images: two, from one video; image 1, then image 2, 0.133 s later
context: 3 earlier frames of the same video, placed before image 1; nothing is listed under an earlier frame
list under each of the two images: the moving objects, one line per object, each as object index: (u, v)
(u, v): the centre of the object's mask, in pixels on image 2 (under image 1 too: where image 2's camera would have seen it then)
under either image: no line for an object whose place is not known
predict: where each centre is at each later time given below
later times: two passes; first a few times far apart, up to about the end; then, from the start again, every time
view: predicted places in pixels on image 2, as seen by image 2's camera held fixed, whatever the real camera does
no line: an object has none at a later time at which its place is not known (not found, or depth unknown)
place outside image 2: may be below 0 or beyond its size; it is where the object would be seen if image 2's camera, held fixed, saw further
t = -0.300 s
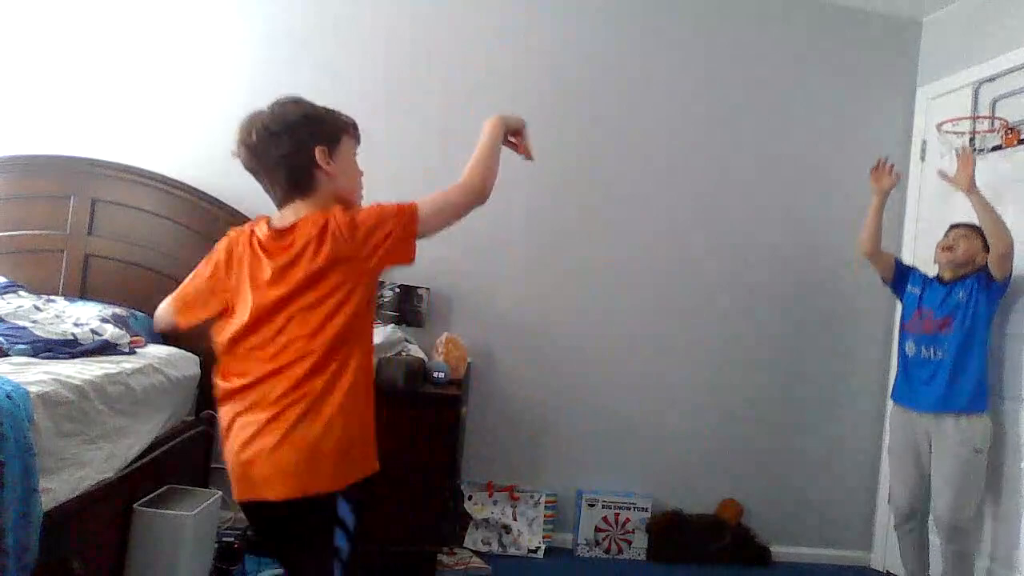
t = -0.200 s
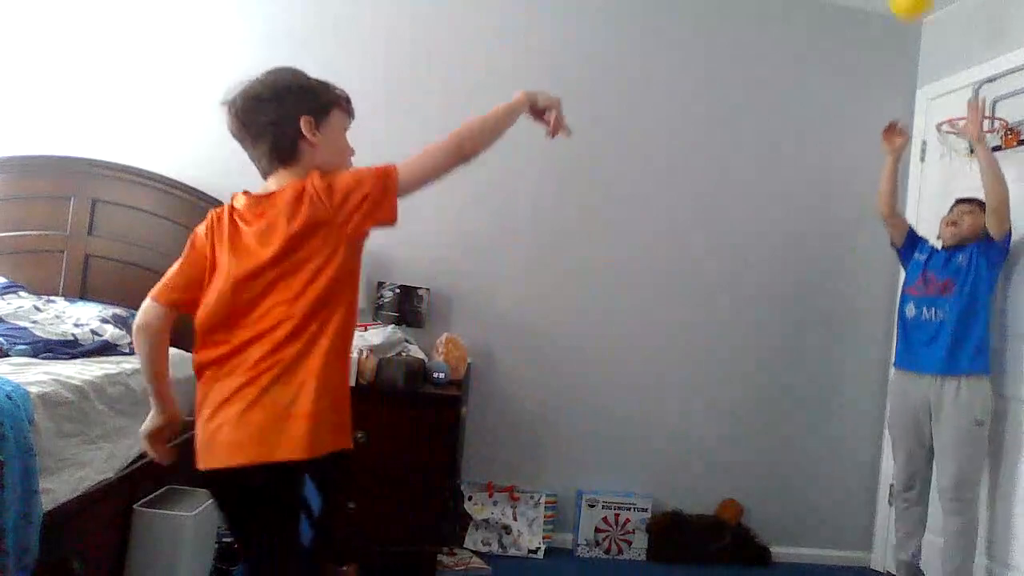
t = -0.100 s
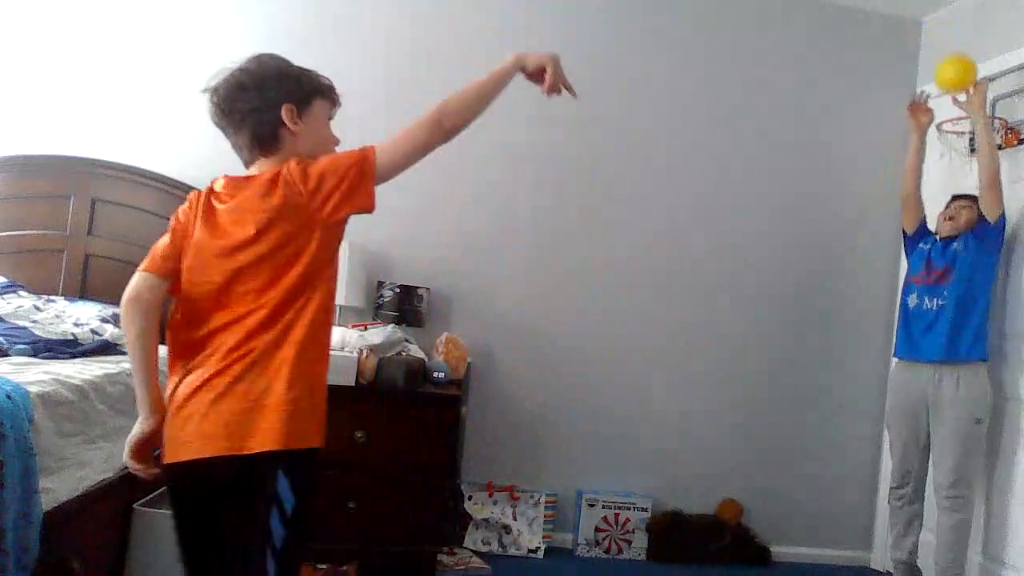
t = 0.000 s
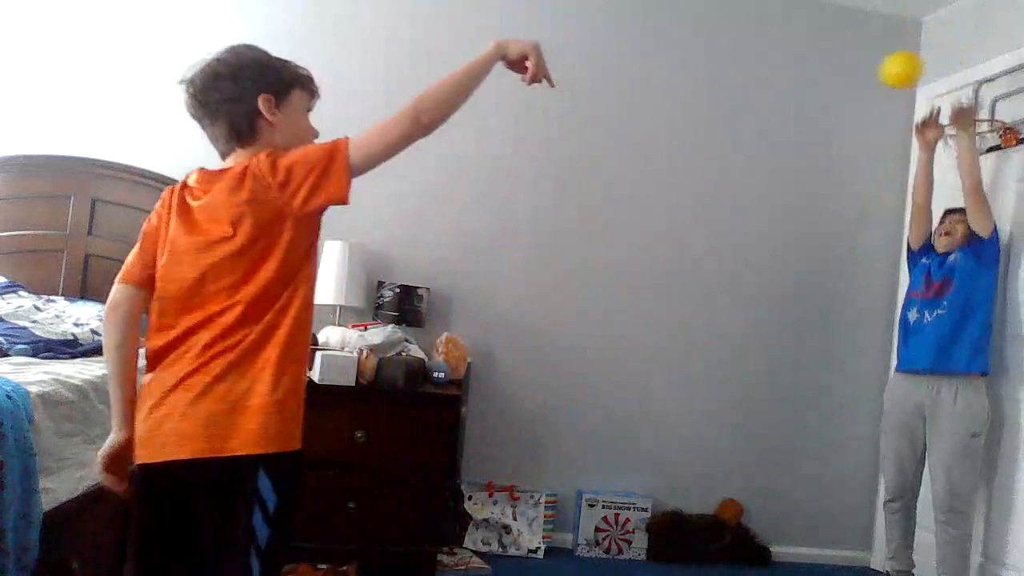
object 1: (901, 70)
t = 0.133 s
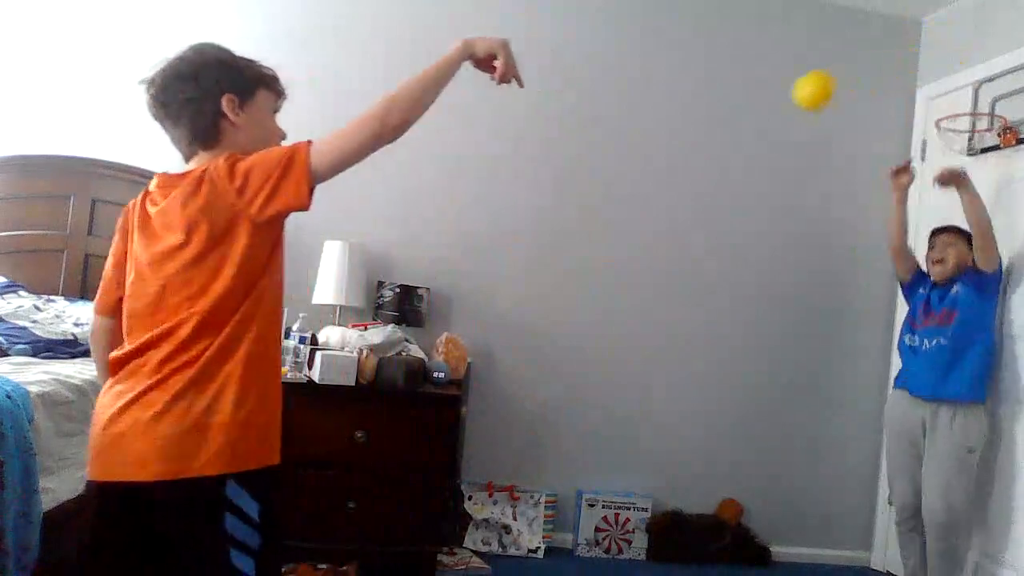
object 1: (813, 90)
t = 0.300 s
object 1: (696, 187)
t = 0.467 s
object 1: (568, 373)
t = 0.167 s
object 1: (790, 103)
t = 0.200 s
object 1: (767, 119)
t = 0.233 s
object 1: (743, 138)
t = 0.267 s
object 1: (719, 161)
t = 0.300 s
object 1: (696, 187)
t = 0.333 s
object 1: (671, 217)
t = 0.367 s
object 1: (646, 251)
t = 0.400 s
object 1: (621, 288)
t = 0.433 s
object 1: (594, 330)
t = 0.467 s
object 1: (568, 373)
